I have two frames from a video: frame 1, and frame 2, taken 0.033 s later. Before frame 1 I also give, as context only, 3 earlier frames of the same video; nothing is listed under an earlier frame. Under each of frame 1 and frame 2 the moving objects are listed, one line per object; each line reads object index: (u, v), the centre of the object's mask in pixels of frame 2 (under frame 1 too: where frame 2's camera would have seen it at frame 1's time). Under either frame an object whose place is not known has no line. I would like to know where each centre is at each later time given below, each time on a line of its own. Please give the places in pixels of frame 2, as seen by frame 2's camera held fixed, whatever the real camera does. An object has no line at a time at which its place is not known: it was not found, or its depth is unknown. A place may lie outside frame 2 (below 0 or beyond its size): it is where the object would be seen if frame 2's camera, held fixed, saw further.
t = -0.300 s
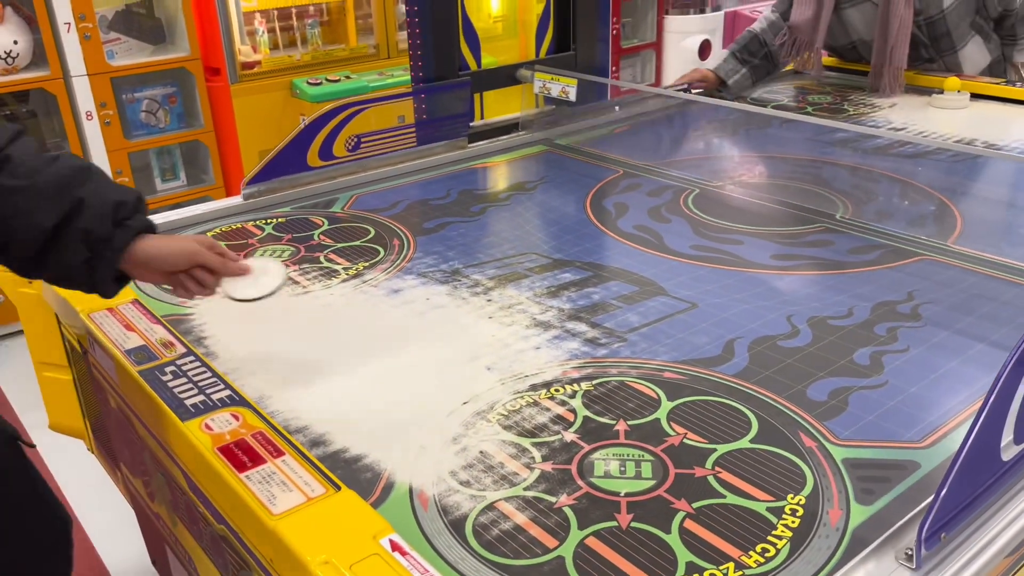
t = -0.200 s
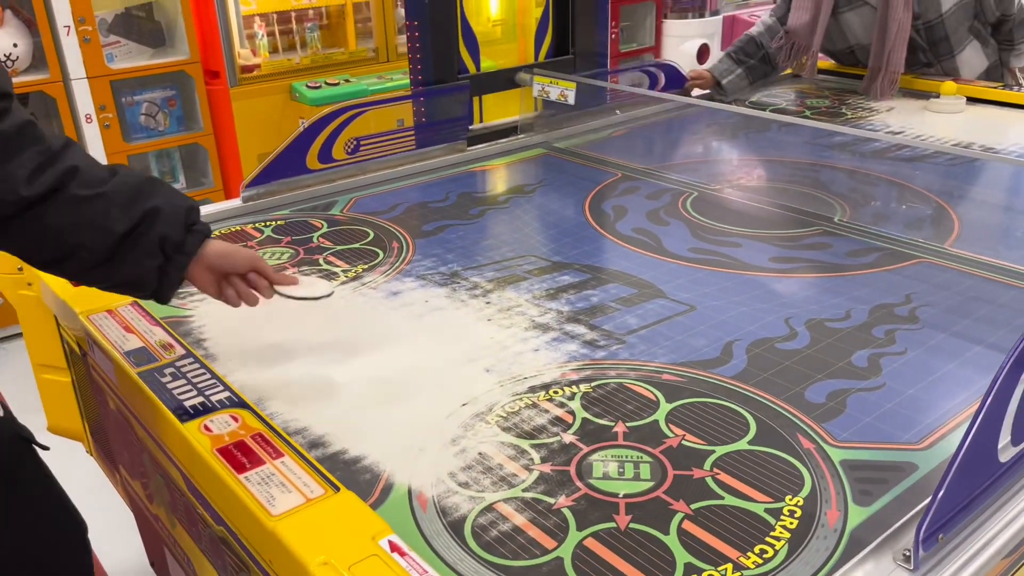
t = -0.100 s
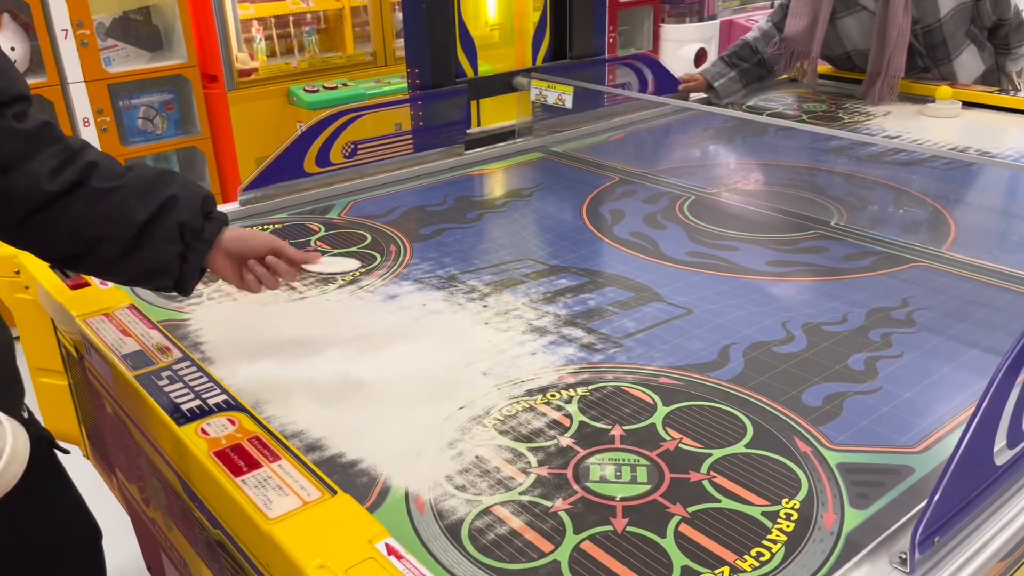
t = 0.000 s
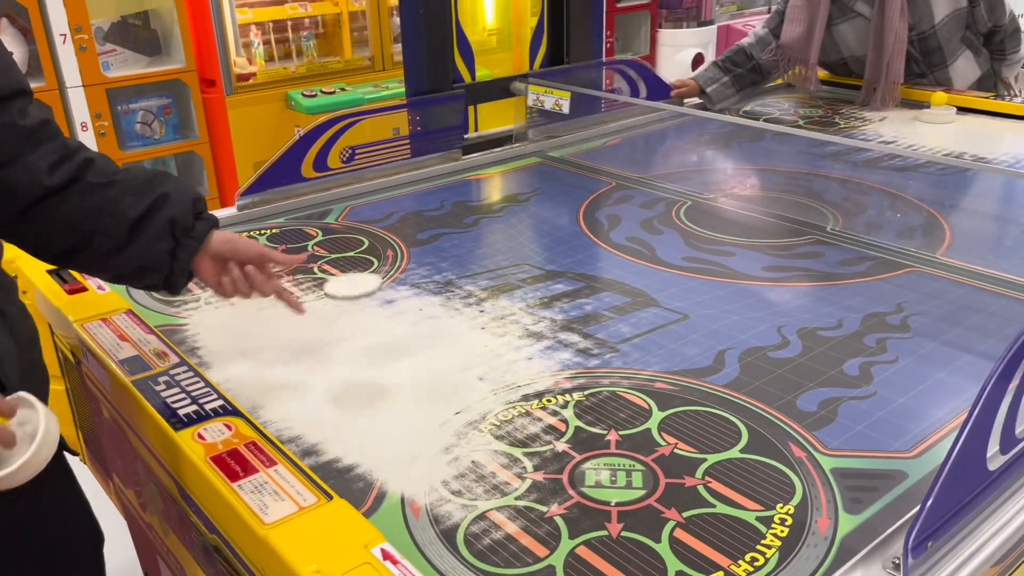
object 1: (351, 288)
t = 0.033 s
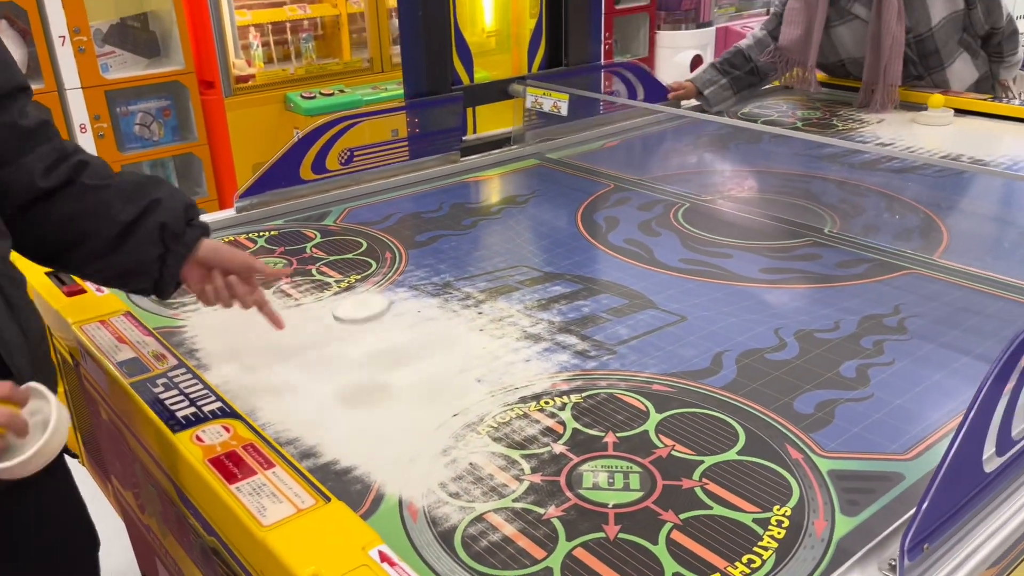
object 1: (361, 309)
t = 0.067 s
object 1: (371, 337)
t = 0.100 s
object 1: (383, 370)
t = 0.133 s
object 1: (386, 366)
